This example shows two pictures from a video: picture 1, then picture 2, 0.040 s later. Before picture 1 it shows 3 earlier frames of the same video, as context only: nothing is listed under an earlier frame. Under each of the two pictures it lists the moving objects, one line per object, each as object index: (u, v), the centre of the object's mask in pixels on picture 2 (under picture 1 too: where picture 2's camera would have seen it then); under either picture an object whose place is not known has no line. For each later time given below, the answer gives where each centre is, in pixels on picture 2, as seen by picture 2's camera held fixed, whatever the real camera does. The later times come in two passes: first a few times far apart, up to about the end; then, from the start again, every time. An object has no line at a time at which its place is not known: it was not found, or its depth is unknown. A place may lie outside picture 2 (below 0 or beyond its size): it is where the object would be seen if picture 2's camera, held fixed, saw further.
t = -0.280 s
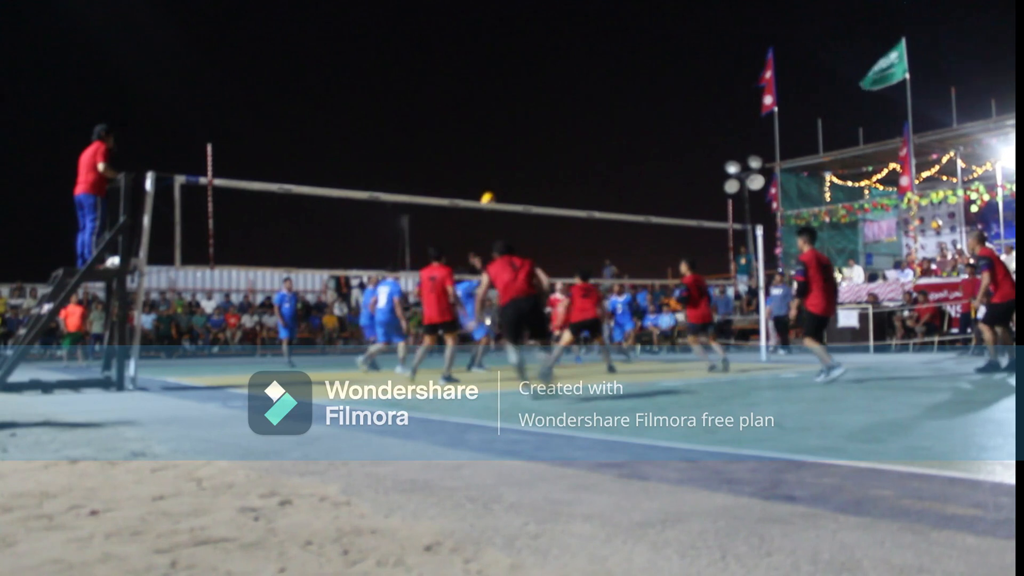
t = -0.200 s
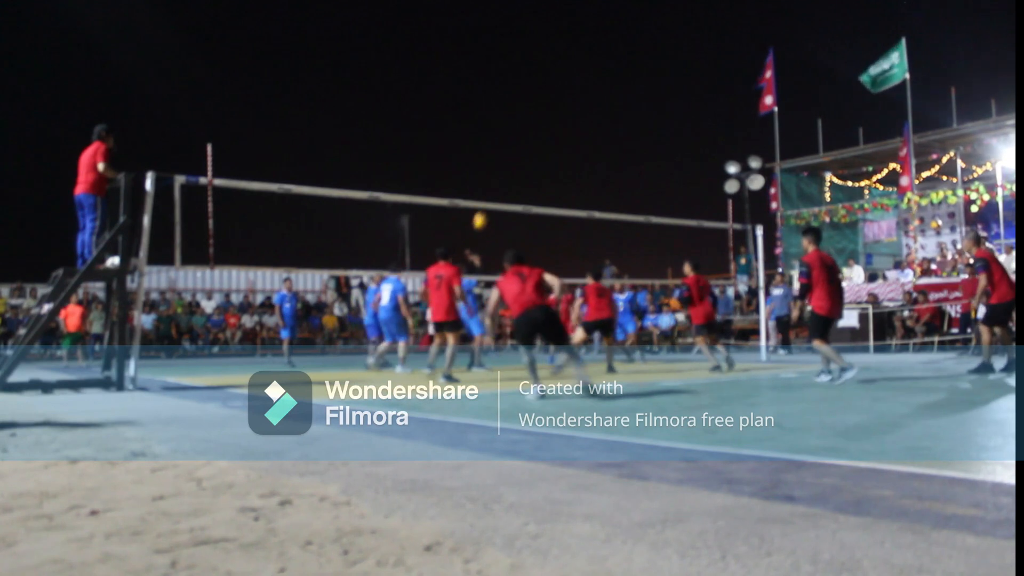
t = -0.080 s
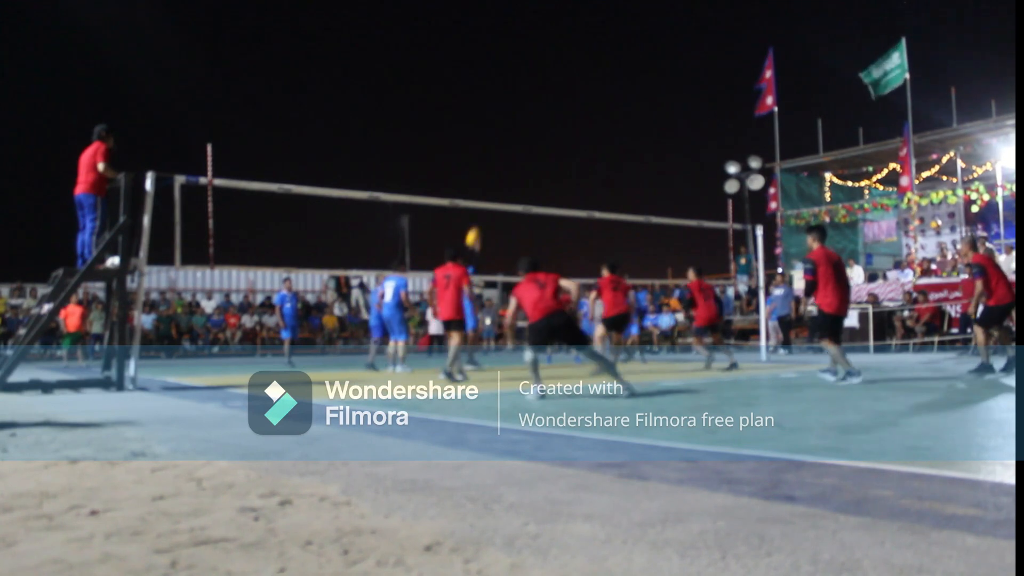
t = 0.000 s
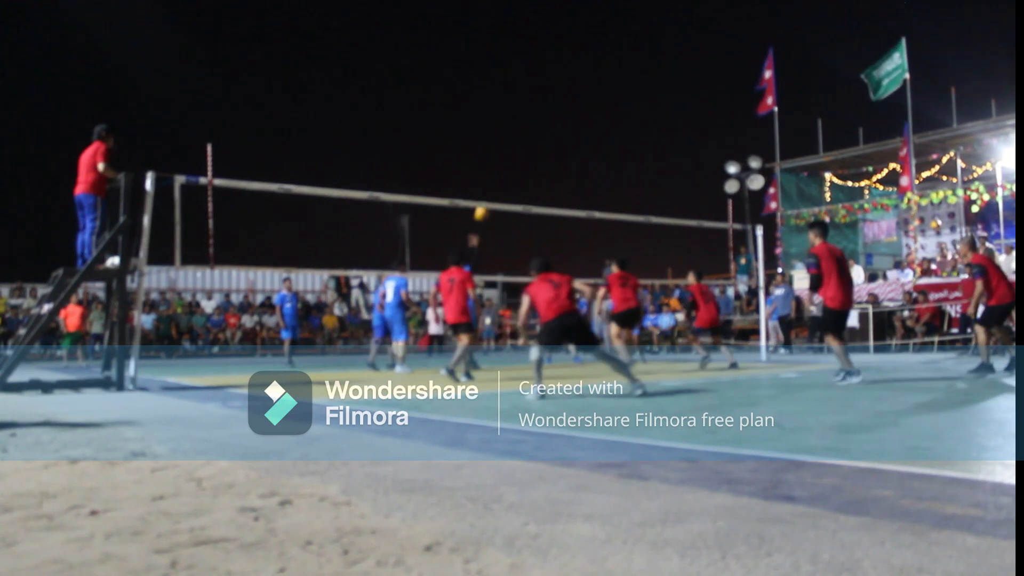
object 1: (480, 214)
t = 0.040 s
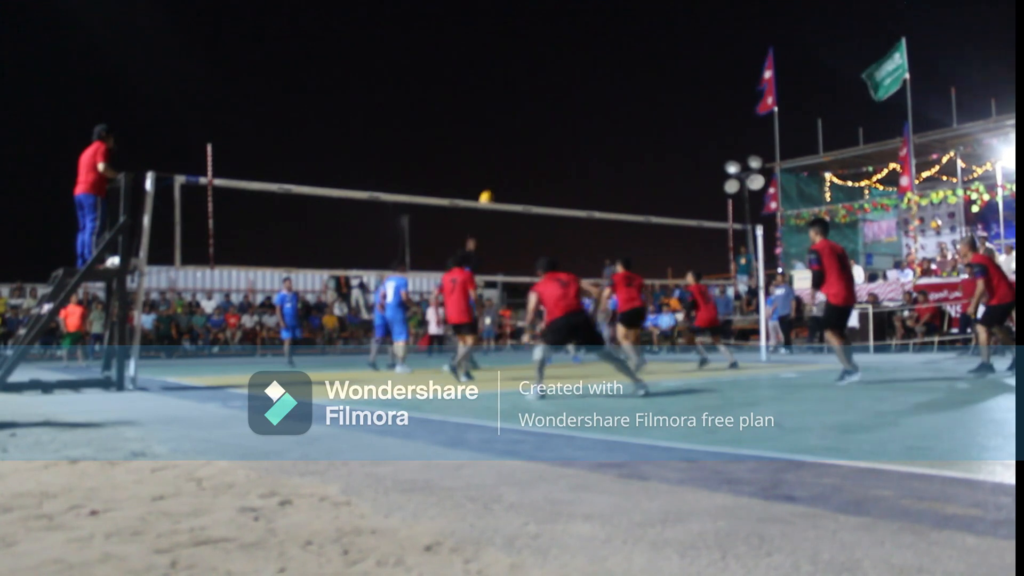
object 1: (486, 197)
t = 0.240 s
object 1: (506, 157)
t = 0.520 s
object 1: (534, 138)
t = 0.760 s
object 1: (558, 158)
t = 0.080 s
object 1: (489, 189)
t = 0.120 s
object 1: (494, 180)
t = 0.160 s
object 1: (498, 171)
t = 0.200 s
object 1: (502, 164)
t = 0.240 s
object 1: (506, 157)
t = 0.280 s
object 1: (510, 151)
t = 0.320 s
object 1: (514, 147)
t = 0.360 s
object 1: (518, 143)
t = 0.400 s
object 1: (522, 140)
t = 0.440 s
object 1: (526, 139)
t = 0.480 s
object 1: (530, 138)
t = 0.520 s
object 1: (534, 138)
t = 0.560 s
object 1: (538, 139)
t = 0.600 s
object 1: (542, 141)
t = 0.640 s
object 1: (546, 144)
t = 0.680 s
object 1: (550, 147)
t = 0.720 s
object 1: (554, 152)
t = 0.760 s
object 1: (558, 158)
